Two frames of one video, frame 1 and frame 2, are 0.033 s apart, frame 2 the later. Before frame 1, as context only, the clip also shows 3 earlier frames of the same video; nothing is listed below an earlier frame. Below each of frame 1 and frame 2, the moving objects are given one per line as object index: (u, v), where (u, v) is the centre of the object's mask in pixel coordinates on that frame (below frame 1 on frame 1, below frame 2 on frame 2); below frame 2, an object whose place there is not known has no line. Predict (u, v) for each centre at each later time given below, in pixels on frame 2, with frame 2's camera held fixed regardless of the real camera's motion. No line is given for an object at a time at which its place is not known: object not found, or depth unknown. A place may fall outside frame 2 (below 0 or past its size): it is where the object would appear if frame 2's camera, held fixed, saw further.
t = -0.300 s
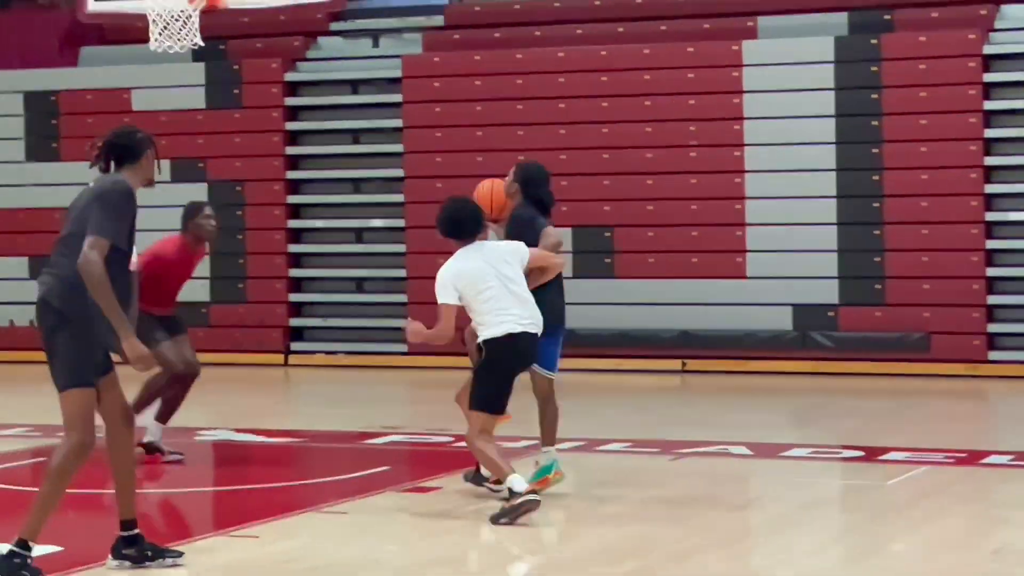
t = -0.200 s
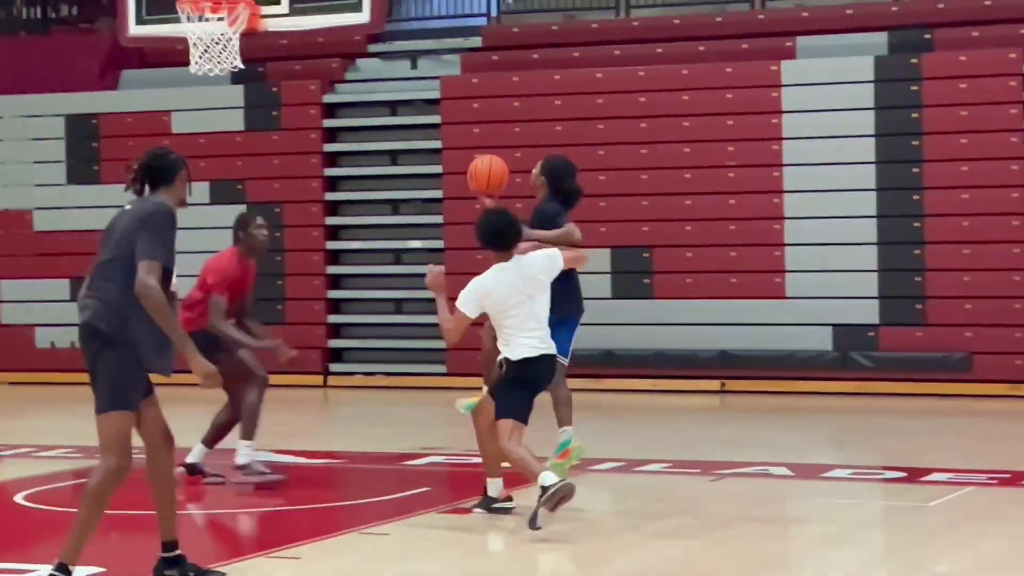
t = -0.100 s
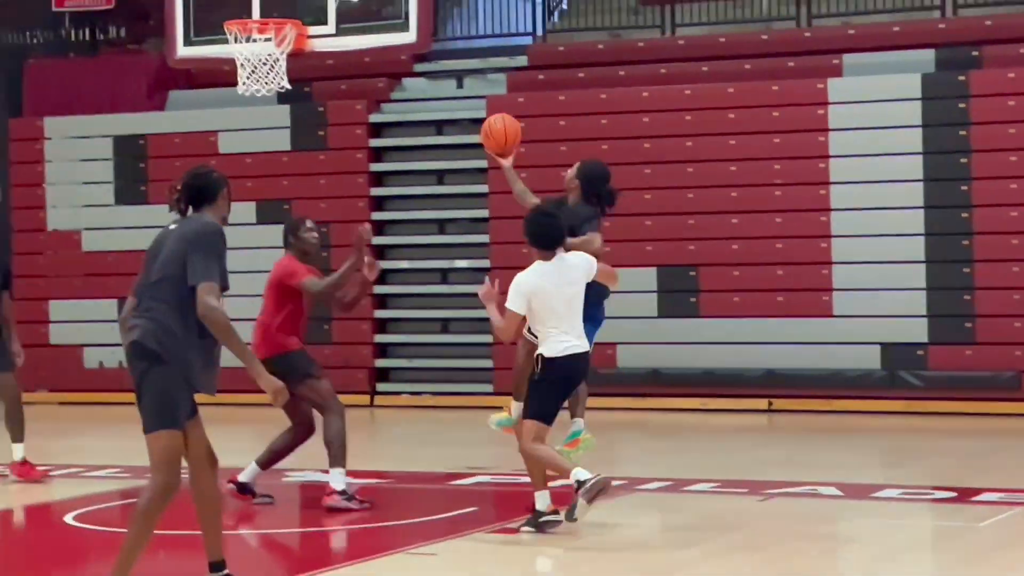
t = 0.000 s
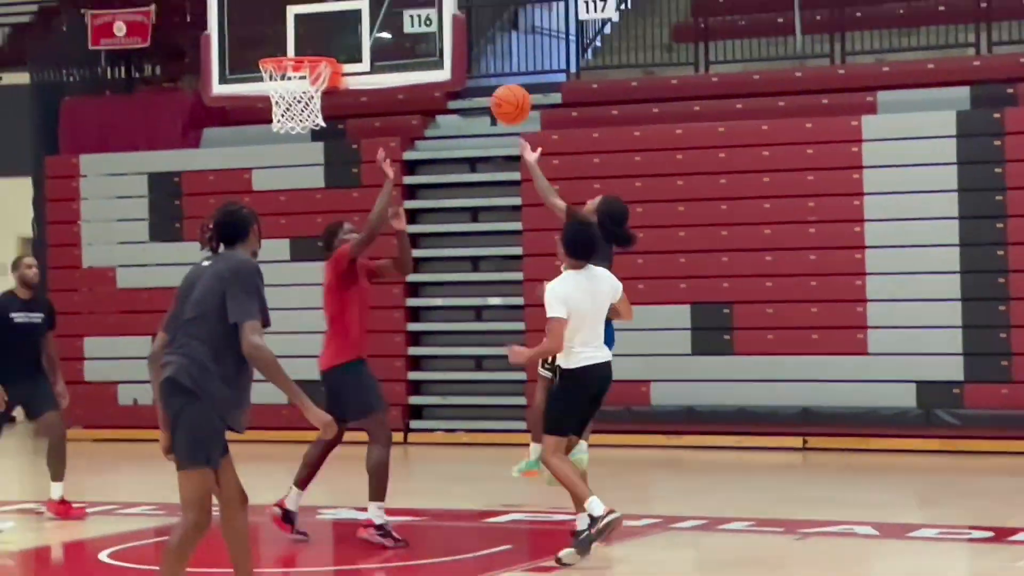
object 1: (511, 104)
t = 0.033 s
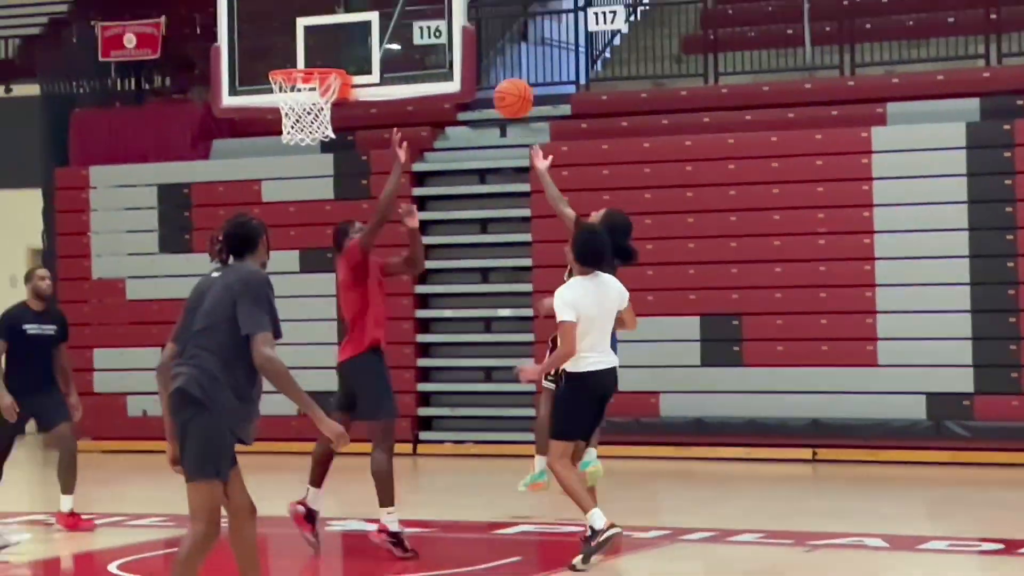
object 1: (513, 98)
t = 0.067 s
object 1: (505, 80)
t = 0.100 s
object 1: (497, 63)
